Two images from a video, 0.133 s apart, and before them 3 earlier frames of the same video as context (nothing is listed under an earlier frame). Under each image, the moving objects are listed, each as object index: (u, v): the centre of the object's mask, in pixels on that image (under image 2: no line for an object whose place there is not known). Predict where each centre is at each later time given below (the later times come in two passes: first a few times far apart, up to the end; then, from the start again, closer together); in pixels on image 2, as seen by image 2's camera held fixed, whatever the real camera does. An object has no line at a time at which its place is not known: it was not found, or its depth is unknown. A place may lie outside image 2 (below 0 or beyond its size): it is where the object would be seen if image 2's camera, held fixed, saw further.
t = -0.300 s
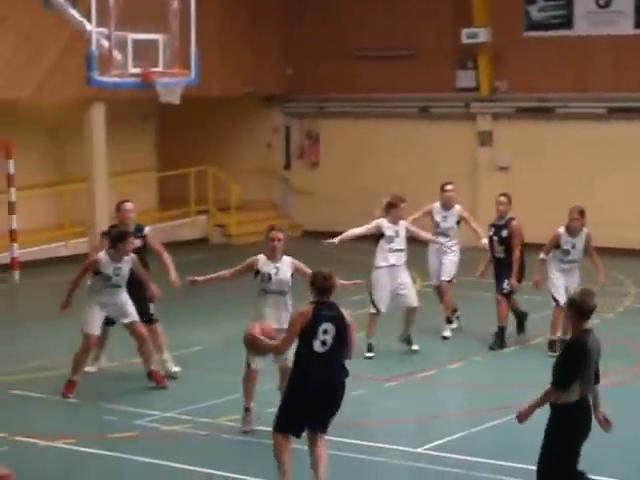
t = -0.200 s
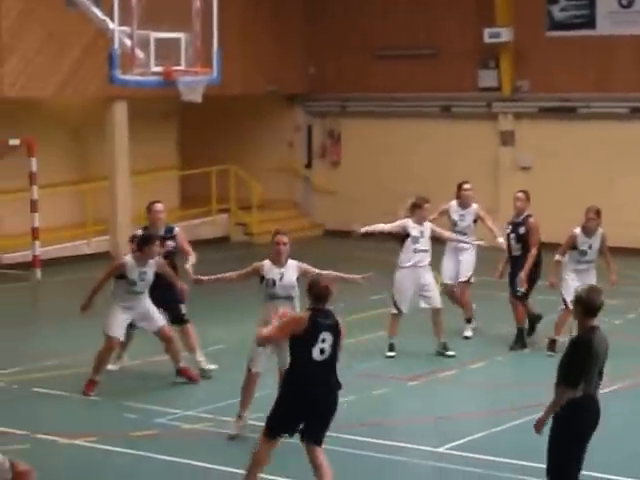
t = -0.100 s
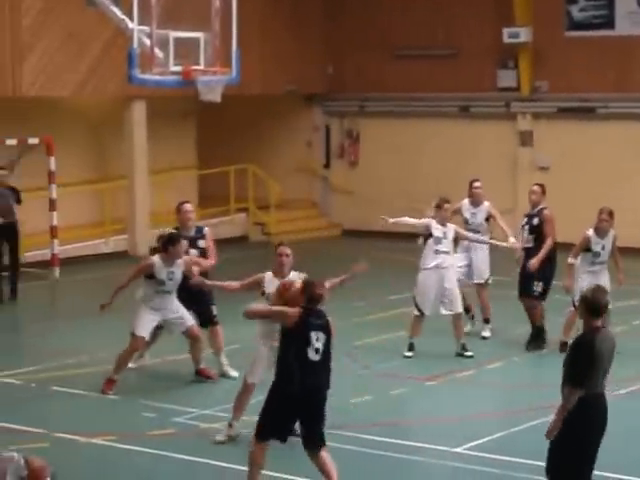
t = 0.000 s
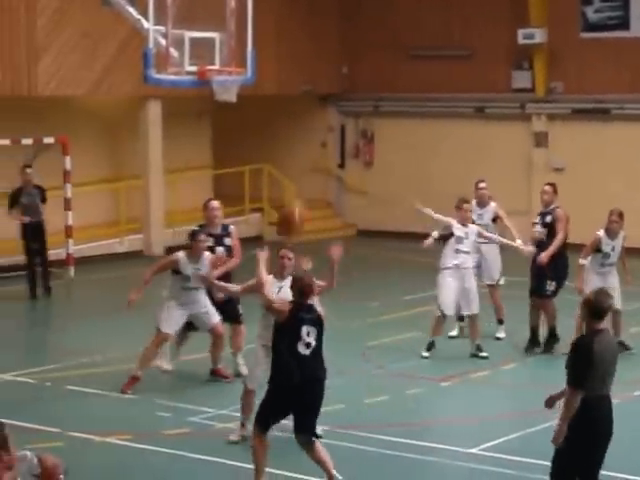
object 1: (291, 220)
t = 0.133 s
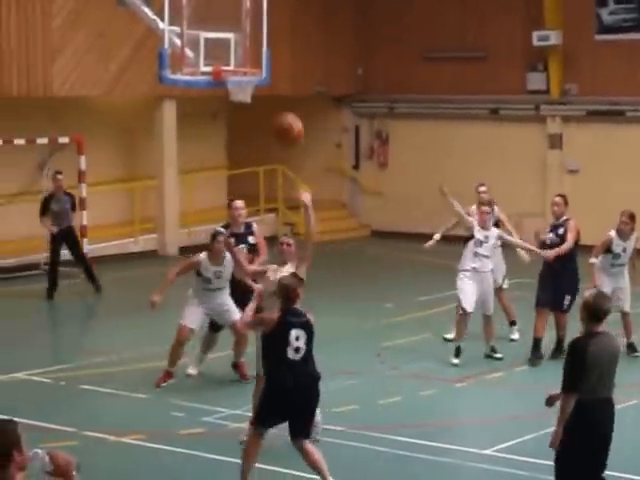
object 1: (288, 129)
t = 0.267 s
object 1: (270, 75)
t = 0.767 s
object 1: (222, 71)
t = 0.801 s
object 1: (221, 79)
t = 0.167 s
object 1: (283, 112)
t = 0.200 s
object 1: (282, 95)
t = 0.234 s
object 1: (277, 84)
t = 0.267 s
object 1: (270, 75)
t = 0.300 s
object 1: (267, 66)
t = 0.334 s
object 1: (263, 58)
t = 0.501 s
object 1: (246, 40)
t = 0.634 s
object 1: (235, 48)
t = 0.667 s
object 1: (232, 53)
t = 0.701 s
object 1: (229, 58)
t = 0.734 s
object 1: (225, 66)
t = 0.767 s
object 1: (222, 71)
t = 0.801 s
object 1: (221, 79)
